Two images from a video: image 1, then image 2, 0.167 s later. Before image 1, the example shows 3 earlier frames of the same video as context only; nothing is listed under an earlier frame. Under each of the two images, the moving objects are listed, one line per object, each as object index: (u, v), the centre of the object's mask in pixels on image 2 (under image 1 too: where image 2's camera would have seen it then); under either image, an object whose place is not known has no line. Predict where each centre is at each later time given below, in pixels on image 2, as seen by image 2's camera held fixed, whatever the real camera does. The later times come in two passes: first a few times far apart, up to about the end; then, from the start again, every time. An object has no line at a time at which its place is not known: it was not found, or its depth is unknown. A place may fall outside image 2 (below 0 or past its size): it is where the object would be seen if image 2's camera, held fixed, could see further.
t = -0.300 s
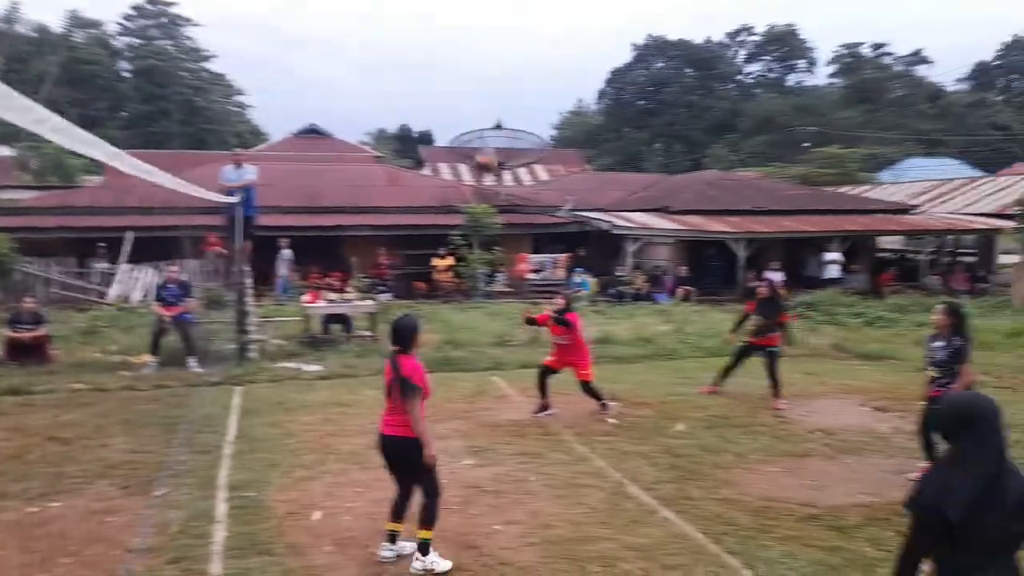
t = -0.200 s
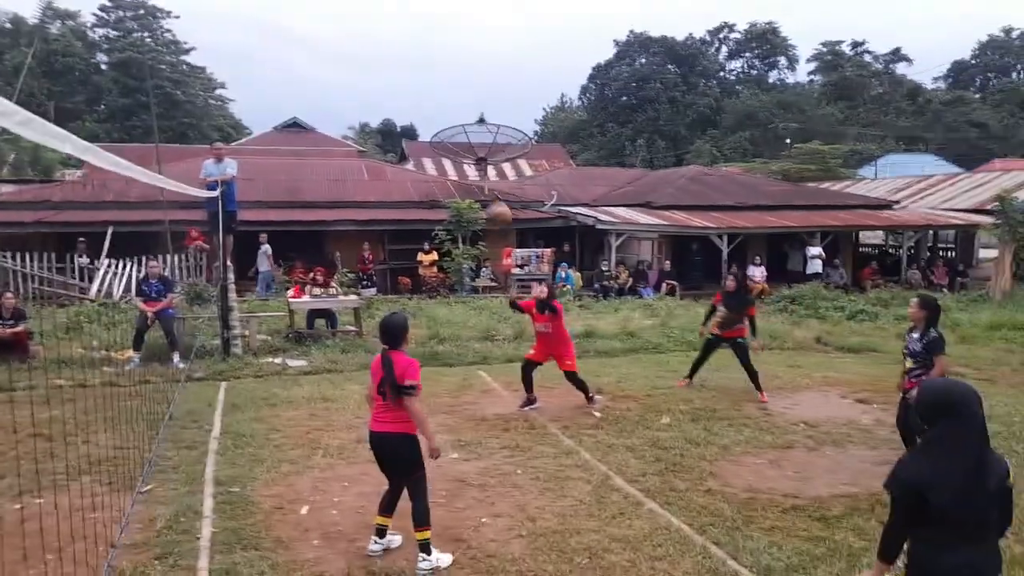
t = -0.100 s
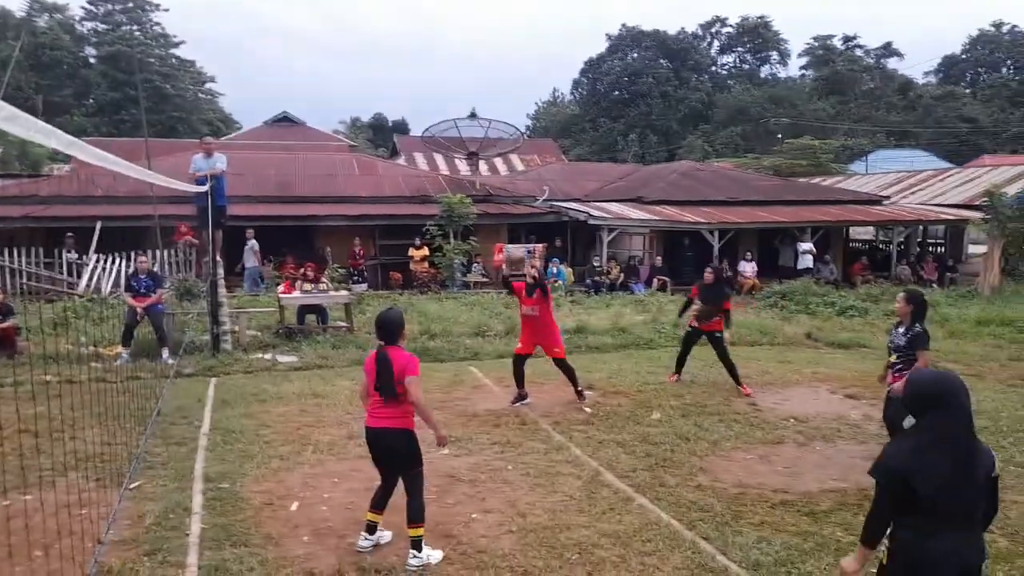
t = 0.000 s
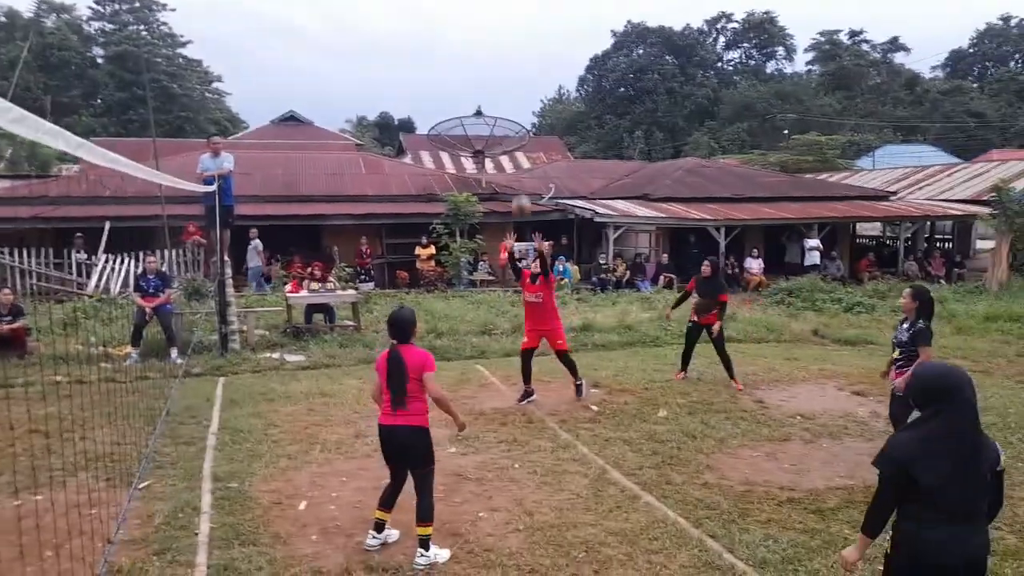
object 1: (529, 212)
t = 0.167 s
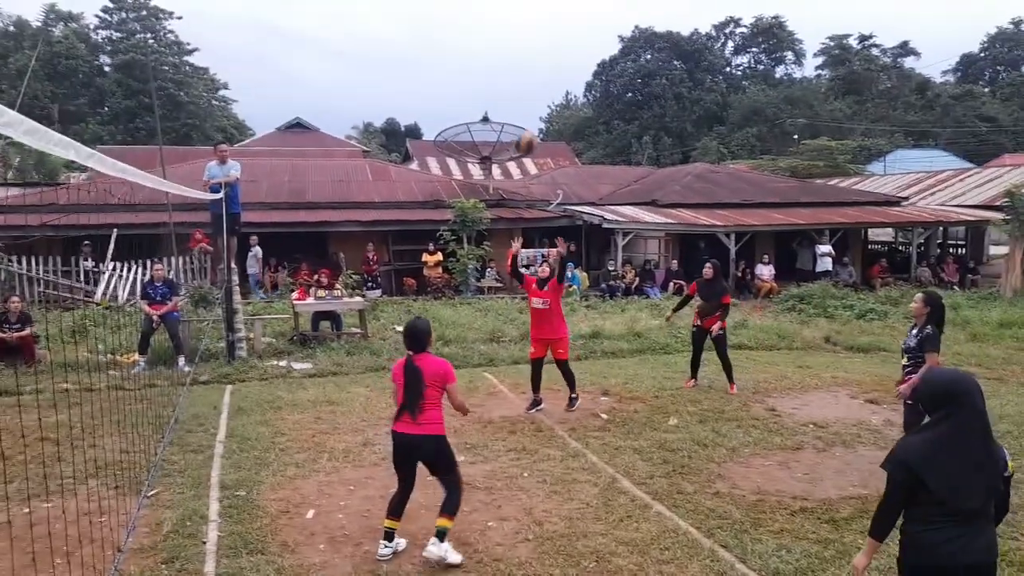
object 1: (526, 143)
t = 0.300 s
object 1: (523, 102)
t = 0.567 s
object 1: (517, 77)
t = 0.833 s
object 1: (509, 146)
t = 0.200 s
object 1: (525, 132)
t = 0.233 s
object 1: (524, 121)
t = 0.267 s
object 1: (523, 111)
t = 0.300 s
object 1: (523, 102)
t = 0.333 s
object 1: (522, 96)
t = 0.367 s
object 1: (521, 88)
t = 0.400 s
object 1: (520, 83)
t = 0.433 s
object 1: (520, 79)
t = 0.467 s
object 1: (520, 77)
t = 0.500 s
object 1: (519, 75)
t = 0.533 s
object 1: (518, 75)
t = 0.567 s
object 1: (517, 77)
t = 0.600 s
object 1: (516, 79)
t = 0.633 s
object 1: (516, 84)
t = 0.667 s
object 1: (515, 90)
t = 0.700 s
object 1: (514, 98)
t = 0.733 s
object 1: (513, 107)
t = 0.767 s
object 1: (513, 117)
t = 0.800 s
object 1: (512, 132)
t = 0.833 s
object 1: (509, 146)
